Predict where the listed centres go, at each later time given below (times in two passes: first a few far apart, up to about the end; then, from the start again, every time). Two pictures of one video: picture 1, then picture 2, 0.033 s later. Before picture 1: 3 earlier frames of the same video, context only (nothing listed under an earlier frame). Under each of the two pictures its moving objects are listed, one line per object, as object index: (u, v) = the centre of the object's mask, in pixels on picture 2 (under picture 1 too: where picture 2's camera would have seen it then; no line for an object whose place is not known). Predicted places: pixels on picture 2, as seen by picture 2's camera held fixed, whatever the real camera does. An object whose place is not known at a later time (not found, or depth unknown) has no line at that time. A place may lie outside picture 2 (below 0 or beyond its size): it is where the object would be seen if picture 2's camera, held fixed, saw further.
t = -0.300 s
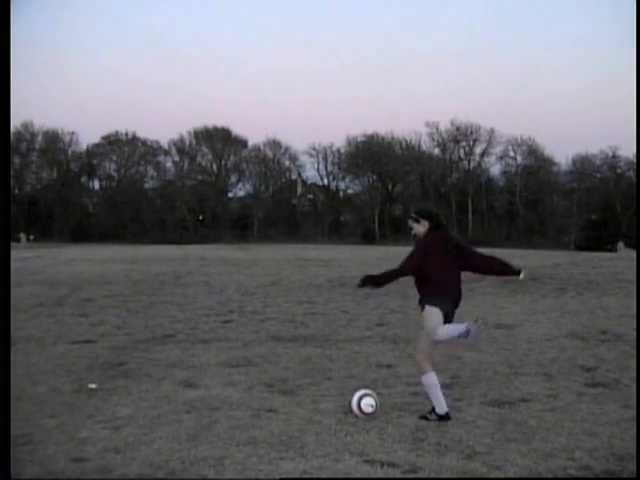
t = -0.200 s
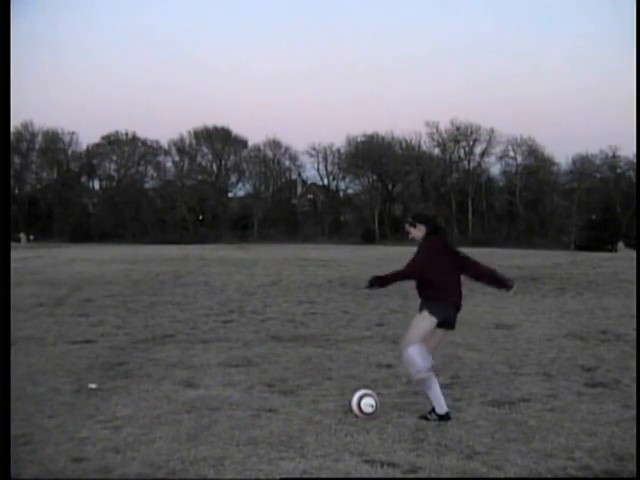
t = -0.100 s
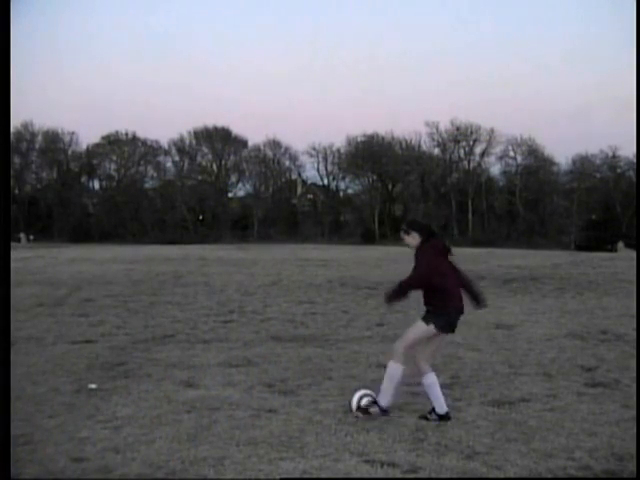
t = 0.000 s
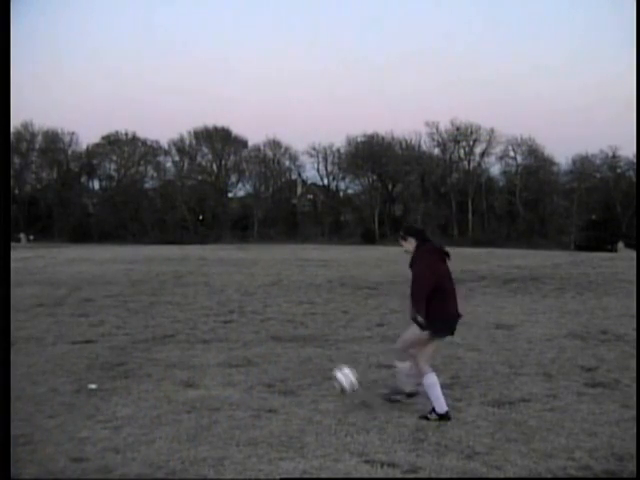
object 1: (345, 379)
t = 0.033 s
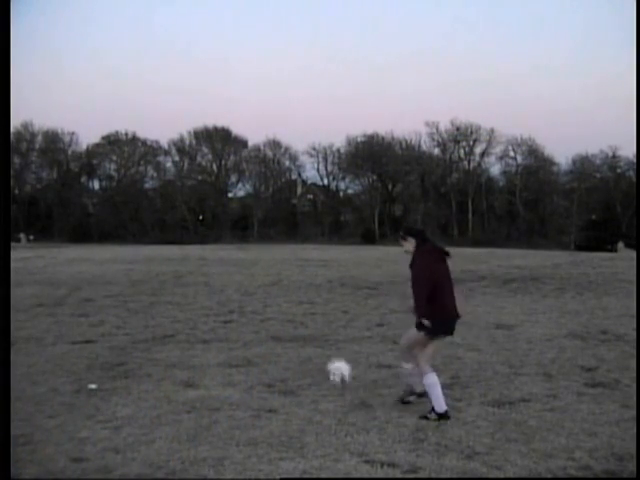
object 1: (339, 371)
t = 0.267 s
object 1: (305, 350)
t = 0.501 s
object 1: (284, 335)
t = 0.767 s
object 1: (267, 321)
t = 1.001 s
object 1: (255, 312)
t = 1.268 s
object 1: (241, 308)
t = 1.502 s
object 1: (231, 304)
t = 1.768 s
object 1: (221, 299)
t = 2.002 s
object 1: (212, 294)
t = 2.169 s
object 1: (205, 294)
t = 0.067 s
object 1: (333, 365)
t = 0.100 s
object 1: (327, 360)
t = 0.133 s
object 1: (323, 358)
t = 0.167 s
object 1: (317, 356)
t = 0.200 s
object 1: (313, 356)
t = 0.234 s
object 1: (309, 354)
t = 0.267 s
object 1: (305, 350)
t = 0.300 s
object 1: (302, 347)
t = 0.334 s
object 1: (298, 344)
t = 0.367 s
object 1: (295, 343)
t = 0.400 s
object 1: (292, 342)
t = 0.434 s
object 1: (290, 339)
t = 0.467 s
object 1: (287, 337)
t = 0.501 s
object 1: (284, 335)
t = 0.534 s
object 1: (282, 334)
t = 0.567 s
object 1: (280, 333)
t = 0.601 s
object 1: (278, 333)
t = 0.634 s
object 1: (275, 330)
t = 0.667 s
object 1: (273, 327)
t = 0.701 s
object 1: (272, 323)
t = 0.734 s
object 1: (269, 322)
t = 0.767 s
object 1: (267, 321)
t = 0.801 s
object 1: (266, 321)
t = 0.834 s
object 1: (264, 321)
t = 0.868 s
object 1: (262, 319)
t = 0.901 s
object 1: (260, 316)
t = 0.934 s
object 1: (258, 314)
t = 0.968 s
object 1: (257, 313)
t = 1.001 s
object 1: (255, 312)
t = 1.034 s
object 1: (253, 313)
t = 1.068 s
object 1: (251, 313)
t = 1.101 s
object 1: (249, 313)
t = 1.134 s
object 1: (248, 311)
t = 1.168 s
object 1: (246, 311)
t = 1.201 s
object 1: (245, 311)
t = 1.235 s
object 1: (243, 310)
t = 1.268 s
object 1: (241, 308)
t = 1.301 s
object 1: (240, 307)
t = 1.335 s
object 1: (238, 306)
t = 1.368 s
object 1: (237, 305)
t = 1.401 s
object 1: (235, 306)
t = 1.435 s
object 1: (234, 306)
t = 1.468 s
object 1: (232, 305)
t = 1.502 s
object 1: (231, 304)
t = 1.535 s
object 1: (230, 303)
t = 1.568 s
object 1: (228, 302)
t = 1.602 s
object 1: (227, 303)
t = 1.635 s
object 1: (226, 302)
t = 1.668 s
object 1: (224, 300)
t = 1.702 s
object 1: (223, 299)
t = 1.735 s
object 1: (222, 299)
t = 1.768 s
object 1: (221, 299)
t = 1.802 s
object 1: (220, 299)
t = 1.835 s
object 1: (219, 297)
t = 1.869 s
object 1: (217, 296)
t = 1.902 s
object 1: (216, 295)
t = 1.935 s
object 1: (214, 294)
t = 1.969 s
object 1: (213, 294)
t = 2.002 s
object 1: (212, 294)
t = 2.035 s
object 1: (211, 295)
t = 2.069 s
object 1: (210, 295)
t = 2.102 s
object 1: (208, 294)
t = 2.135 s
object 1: (207, 293)
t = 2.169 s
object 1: (205, 294)
